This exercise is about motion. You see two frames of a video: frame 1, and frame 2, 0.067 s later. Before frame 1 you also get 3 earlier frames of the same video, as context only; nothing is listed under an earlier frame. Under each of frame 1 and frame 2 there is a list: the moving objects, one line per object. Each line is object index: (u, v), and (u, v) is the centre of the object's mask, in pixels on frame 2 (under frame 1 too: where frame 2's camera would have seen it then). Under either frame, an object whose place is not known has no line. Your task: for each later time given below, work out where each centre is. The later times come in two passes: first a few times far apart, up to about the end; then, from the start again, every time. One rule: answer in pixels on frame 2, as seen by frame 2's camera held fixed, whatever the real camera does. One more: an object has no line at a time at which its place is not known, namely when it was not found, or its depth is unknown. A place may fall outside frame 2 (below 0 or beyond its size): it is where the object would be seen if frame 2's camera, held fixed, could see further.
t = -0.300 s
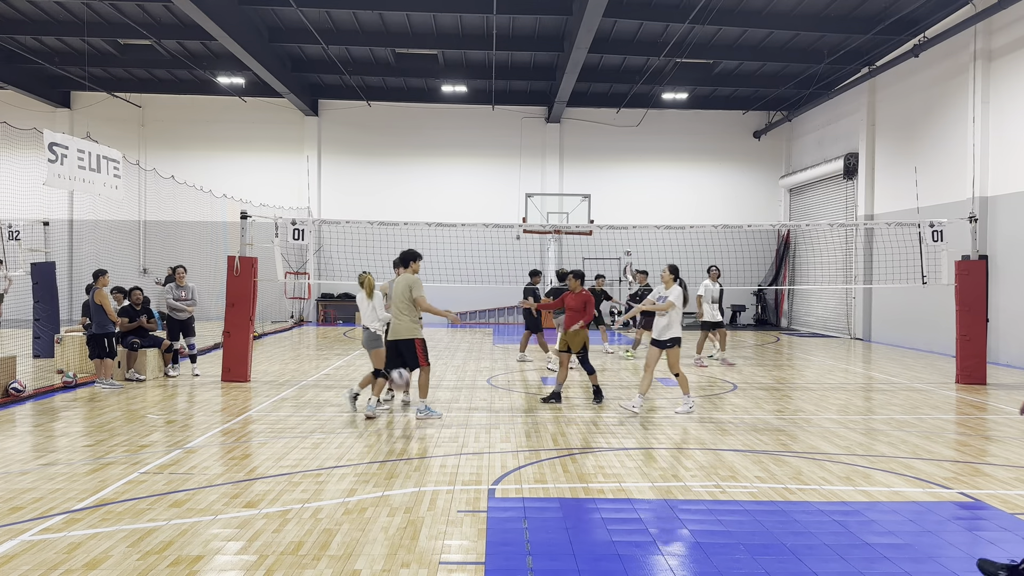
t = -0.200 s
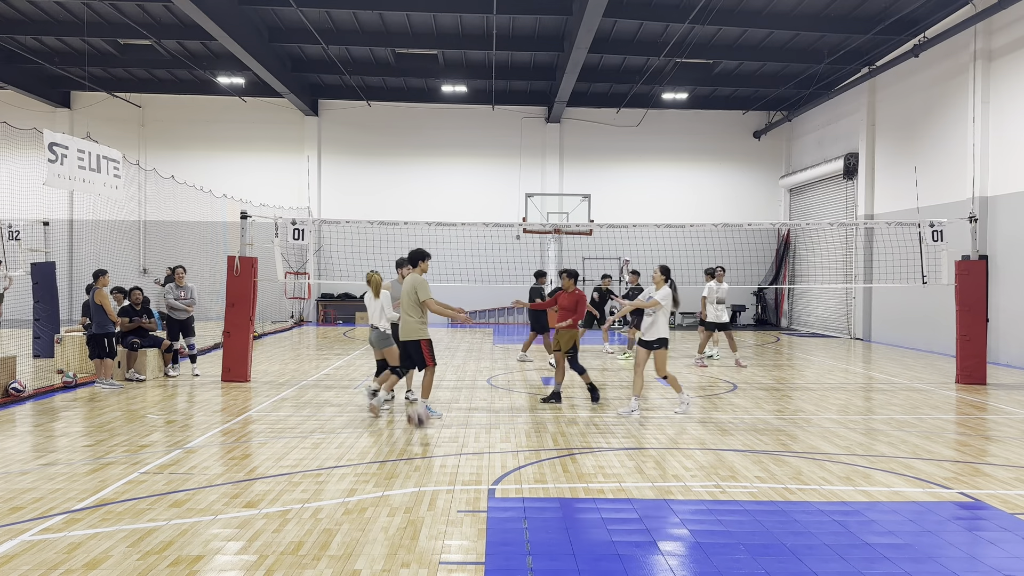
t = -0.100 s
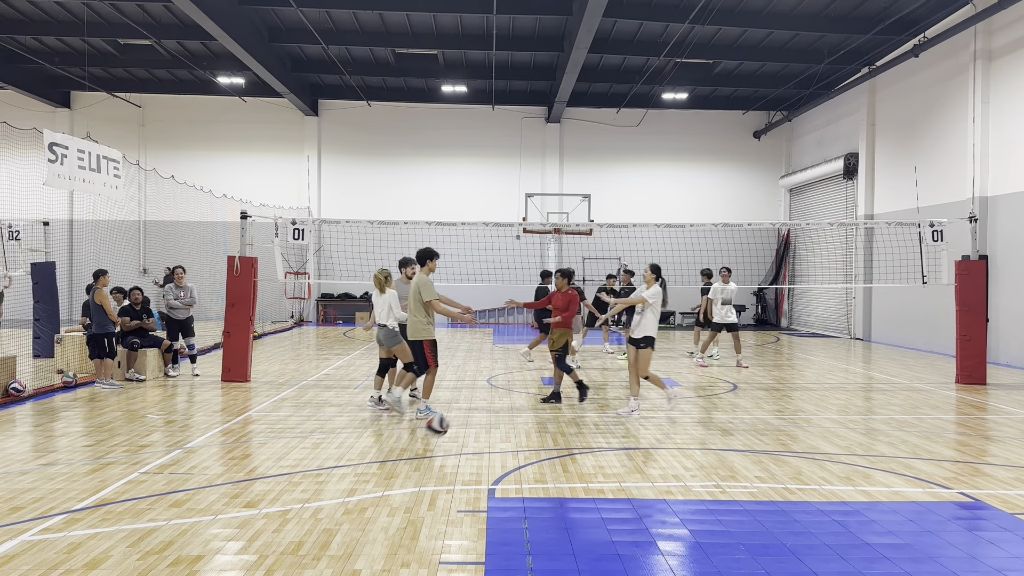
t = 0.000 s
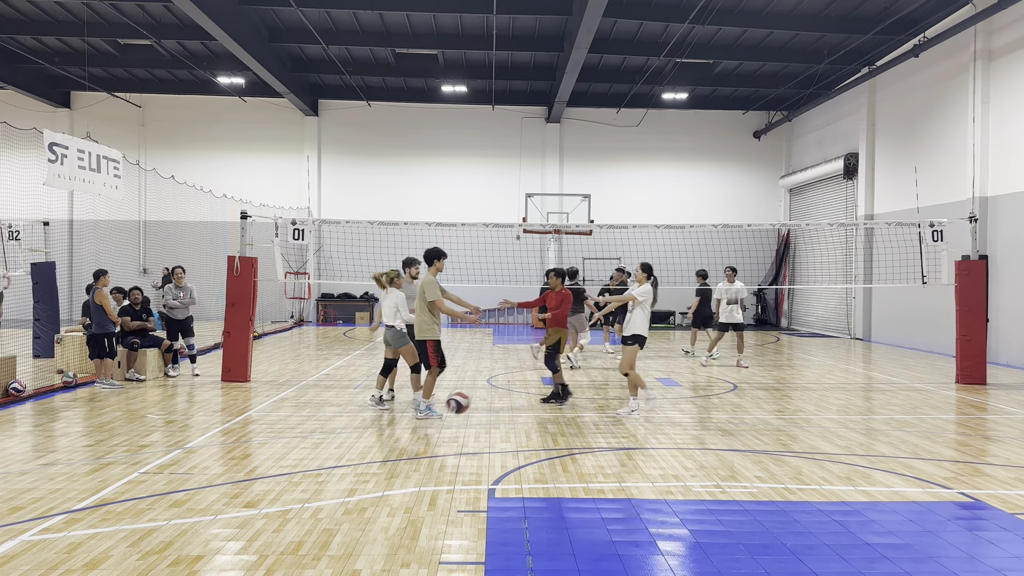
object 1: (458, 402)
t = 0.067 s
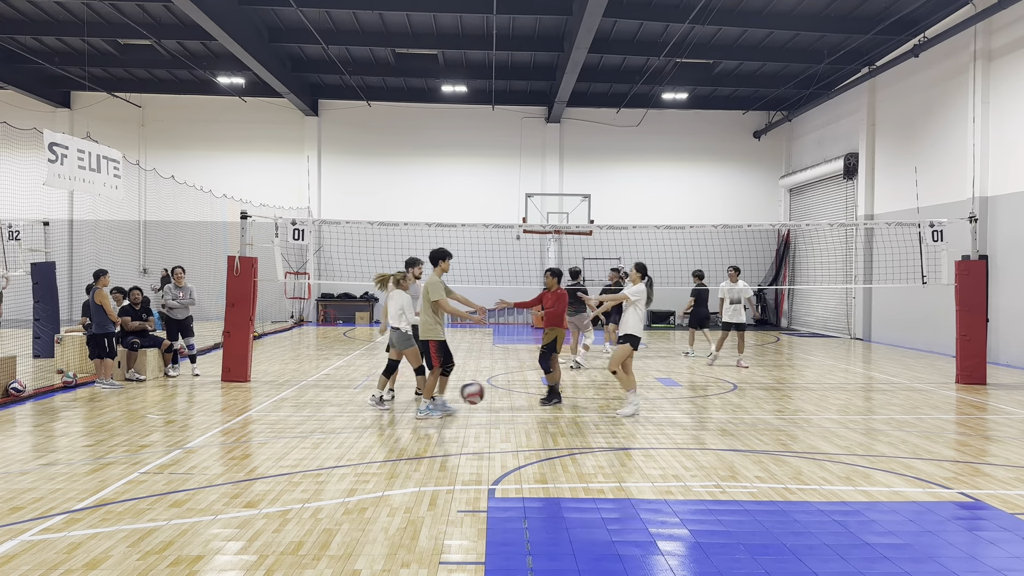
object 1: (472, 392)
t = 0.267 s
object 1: (518, 394)
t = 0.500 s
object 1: (579, 465)
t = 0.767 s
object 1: (662, 447)
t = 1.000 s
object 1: (748, 480)
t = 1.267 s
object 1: (869, 527)
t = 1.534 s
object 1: (1008, 549)
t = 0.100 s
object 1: (480, 389)
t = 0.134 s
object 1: (487, 387)
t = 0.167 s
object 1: (495, 387)
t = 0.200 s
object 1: (502, 387)
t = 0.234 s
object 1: (511, 390)
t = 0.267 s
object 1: (518, 394)
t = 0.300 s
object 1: (526, 399)
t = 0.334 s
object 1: (535, 405)
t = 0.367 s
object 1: (544, 413)
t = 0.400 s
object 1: (552, 424)
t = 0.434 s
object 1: (561, 435)
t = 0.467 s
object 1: (570, 448)
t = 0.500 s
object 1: (579, 465)
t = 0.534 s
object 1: (589, 483)
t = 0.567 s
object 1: (599, 485)
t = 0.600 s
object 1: (609, 475)
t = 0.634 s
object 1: (619, 467)
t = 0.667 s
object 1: (629, 460)
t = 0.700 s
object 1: (640, 454)
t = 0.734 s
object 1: (651, 451)
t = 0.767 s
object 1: (662, 447)
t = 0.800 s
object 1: (673, 447)
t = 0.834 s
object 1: (685, 448)
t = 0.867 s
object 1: (697, 451)
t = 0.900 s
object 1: (710, 454)
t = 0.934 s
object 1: (722, 461)
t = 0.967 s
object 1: (735, 470)
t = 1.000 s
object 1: (748, 480)
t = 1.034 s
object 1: (764, 494)
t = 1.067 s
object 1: (778, 509)
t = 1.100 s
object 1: (791, 526)
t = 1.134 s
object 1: (806, 546)
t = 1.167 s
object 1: (823, 554)
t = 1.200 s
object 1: (838, 543)
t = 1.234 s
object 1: (854, 534)
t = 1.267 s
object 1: (869, 527)
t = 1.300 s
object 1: (886, 523)
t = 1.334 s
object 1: (903, 520)
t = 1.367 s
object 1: (921, 520)
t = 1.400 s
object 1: (939, 521)
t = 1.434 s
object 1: (958, 524)
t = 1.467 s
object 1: (977, 530)
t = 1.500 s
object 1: (997, 539)
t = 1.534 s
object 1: (1008, 549)
